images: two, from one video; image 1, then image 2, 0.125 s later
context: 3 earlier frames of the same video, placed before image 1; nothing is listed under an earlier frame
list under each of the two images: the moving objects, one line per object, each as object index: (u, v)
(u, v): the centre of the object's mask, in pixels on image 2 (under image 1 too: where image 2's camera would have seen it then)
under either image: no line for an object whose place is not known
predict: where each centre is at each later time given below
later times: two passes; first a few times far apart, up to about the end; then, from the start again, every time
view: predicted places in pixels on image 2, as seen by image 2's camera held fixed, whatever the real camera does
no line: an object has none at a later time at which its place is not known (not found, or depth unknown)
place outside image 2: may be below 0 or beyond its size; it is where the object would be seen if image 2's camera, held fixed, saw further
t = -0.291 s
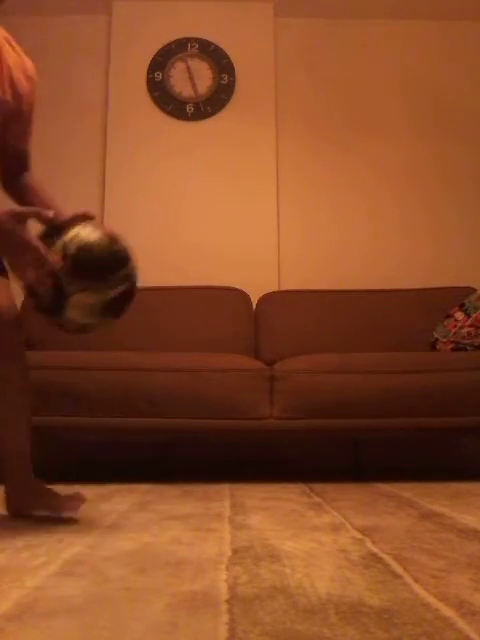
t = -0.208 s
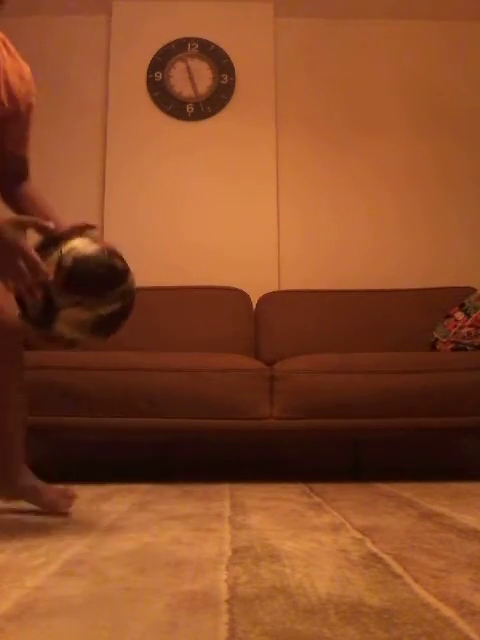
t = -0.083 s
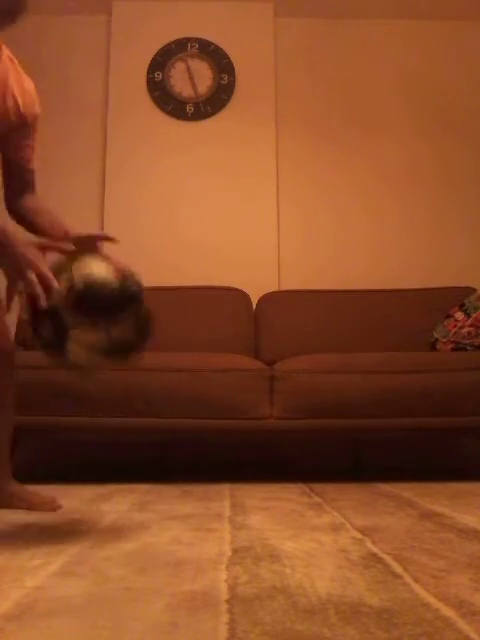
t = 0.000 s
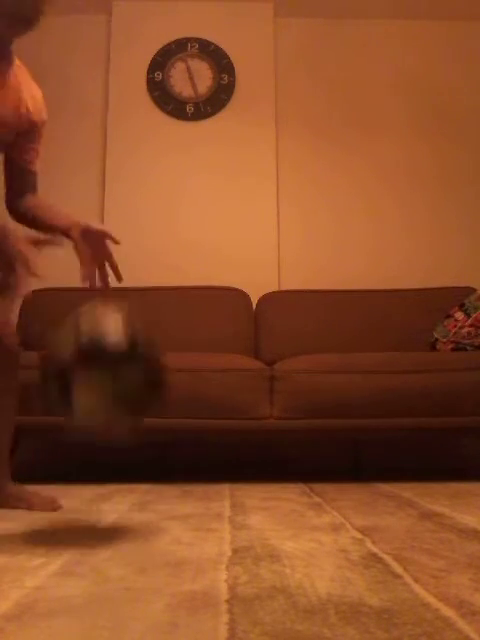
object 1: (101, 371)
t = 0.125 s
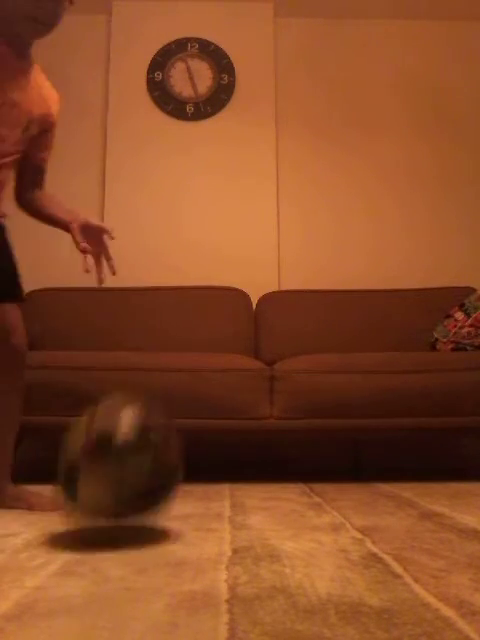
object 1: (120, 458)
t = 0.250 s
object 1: (135, 414)
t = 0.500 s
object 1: (159, 454)
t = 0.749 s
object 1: (175, 465)
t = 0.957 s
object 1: (183, 463)
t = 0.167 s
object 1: (124, 435)
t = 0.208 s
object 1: (130, 422)
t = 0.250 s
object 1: (135, 414)
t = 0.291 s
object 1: (140, 416)
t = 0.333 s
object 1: (145, 427)
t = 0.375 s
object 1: (150, 444)
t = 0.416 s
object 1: (153, 472)
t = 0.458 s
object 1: (156, 467)
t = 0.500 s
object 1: (159, 454)
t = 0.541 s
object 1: (162, 451)
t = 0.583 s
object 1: (165, 455)
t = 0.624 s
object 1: (167, 467)
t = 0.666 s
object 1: (170, 464)
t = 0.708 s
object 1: (173, 461)
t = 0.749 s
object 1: (175, 465)
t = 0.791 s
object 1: (177, 464)
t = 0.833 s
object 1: (179, 464)
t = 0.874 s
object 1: (180, 464)
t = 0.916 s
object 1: (182, 464)
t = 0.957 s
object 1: (183, 463)
